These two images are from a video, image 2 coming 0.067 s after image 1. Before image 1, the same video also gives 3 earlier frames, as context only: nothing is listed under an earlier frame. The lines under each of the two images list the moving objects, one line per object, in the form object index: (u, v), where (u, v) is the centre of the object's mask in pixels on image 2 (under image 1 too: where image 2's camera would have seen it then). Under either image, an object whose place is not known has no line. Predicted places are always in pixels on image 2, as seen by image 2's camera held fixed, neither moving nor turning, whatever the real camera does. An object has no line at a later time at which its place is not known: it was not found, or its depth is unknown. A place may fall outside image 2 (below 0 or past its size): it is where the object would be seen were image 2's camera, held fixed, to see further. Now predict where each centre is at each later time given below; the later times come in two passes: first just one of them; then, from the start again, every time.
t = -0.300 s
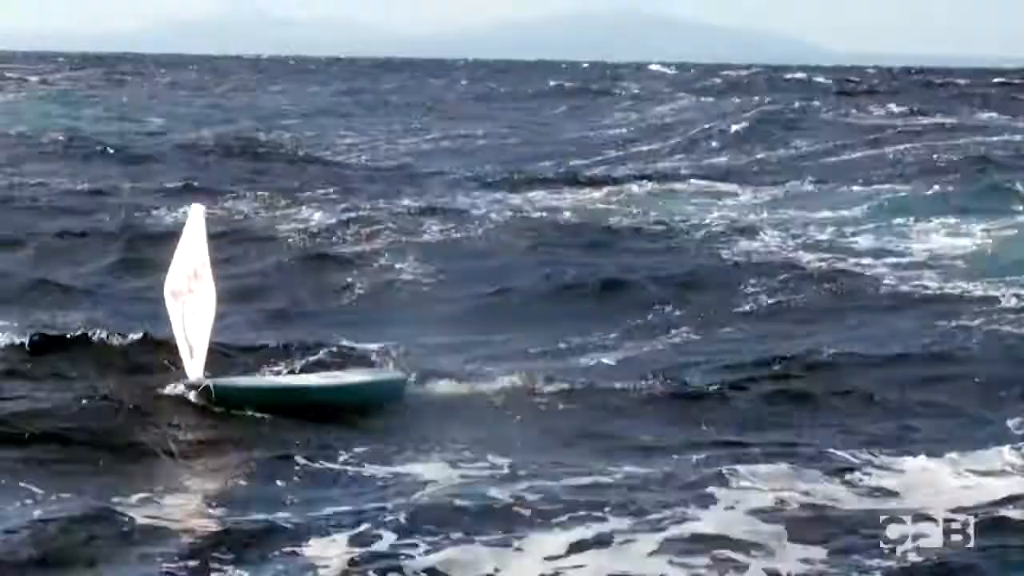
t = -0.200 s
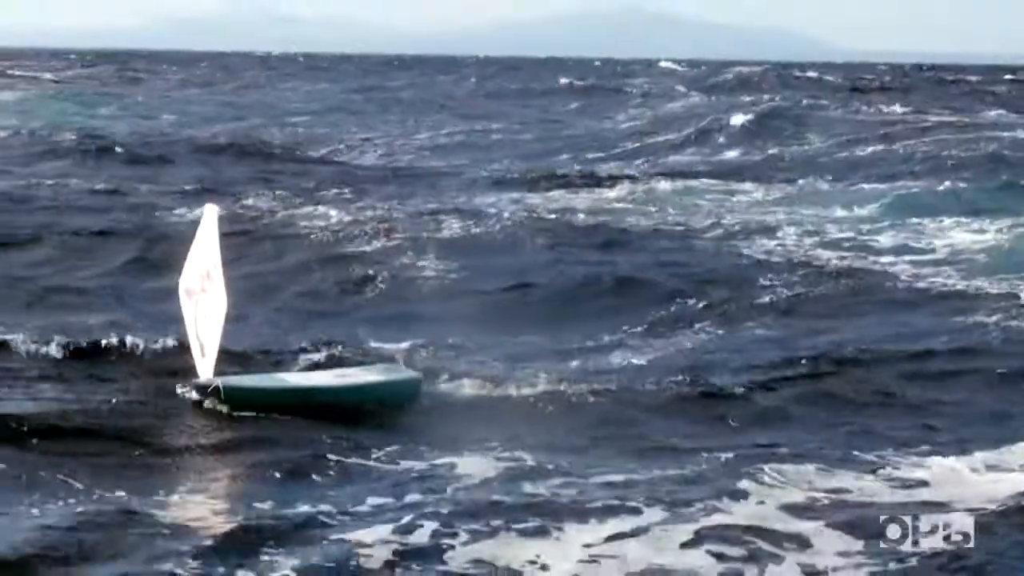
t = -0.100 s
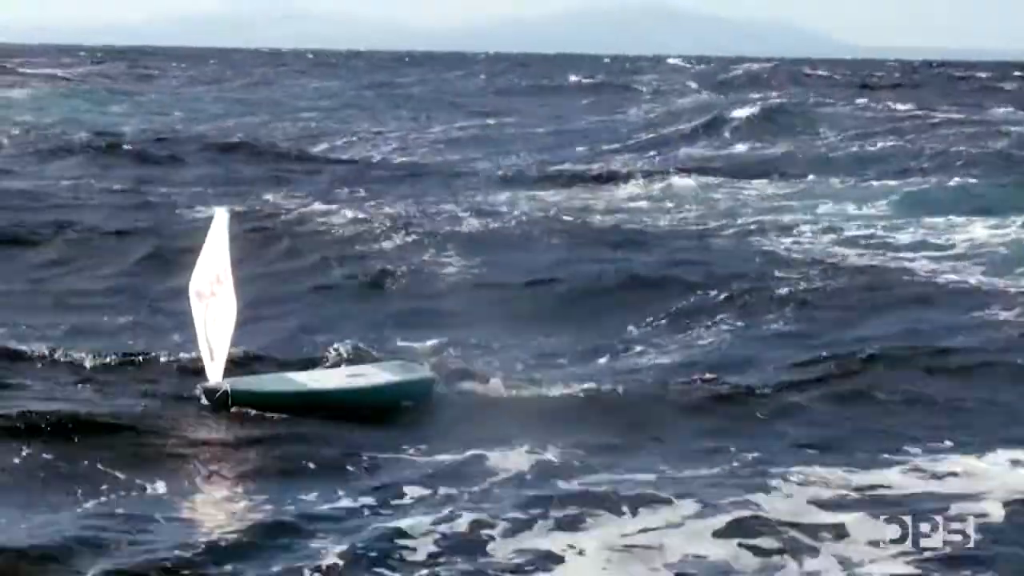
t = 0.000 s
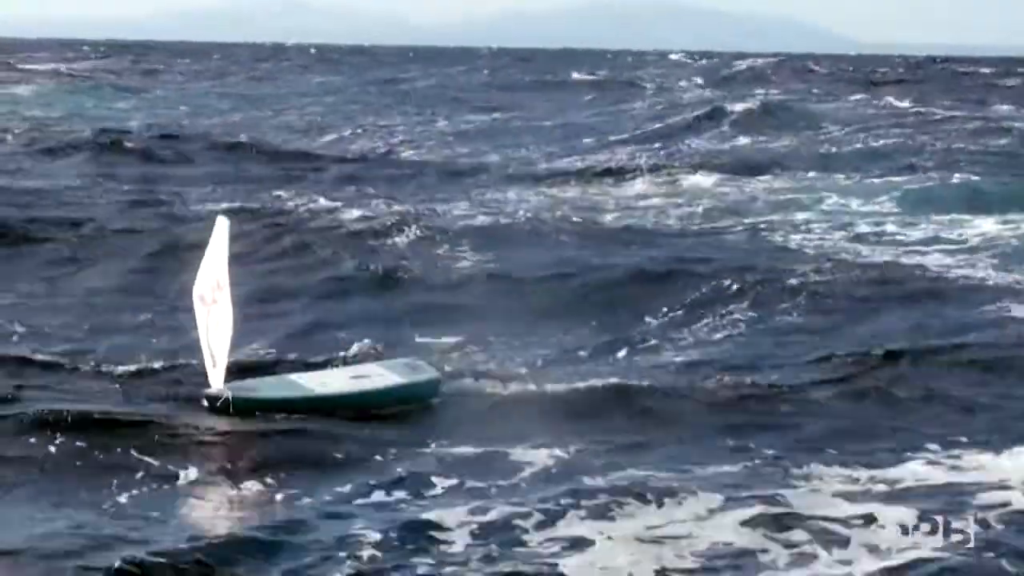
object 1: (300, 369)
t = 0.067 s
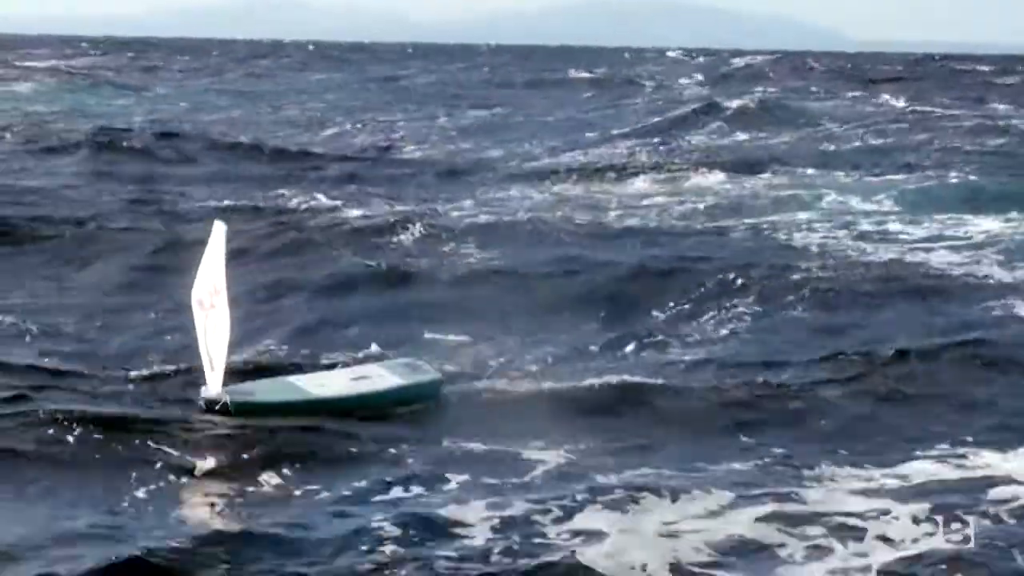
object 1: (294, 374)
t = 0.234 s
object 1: (279, 384)
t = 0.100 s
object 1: (291, 376)
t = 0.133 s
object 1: (291, 378)
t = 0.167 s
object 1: (290, 379)
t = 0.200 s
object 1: (283, 382)
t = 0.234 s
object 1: (279, 384)
